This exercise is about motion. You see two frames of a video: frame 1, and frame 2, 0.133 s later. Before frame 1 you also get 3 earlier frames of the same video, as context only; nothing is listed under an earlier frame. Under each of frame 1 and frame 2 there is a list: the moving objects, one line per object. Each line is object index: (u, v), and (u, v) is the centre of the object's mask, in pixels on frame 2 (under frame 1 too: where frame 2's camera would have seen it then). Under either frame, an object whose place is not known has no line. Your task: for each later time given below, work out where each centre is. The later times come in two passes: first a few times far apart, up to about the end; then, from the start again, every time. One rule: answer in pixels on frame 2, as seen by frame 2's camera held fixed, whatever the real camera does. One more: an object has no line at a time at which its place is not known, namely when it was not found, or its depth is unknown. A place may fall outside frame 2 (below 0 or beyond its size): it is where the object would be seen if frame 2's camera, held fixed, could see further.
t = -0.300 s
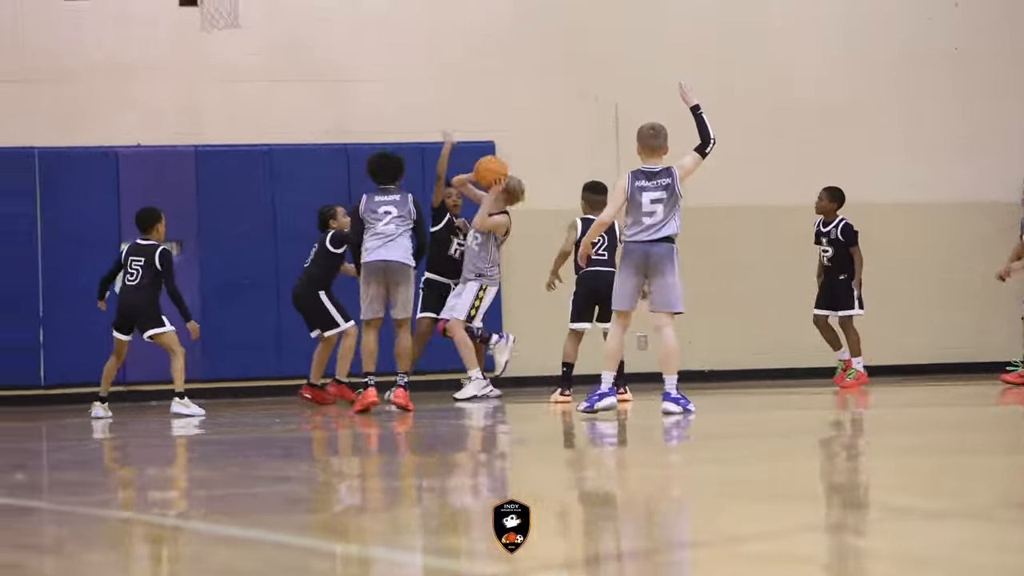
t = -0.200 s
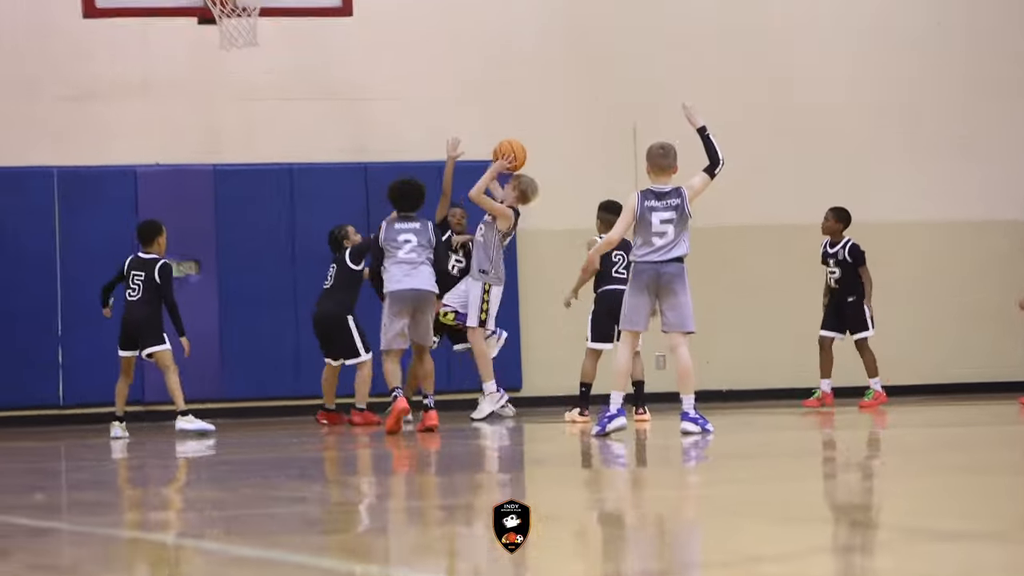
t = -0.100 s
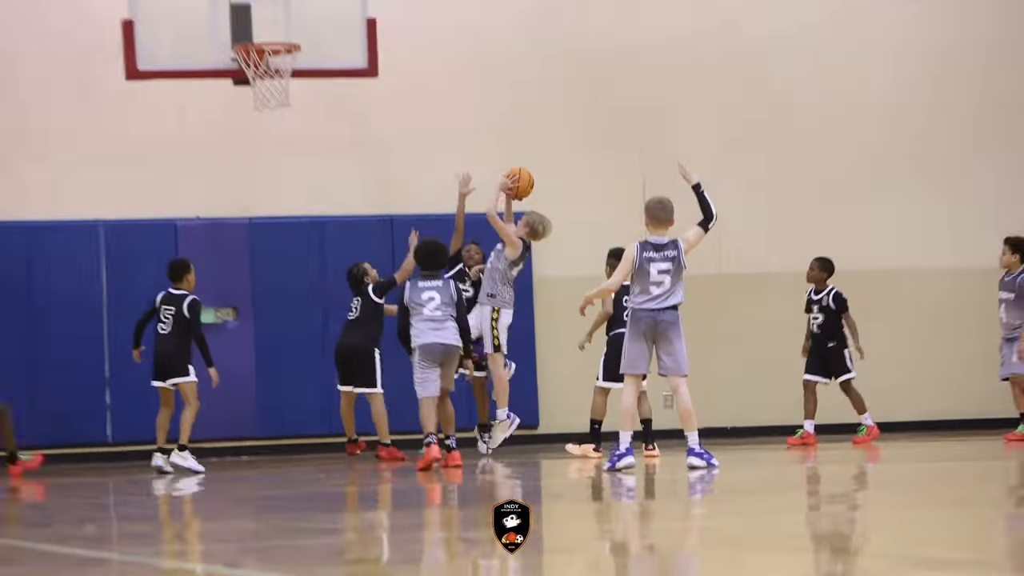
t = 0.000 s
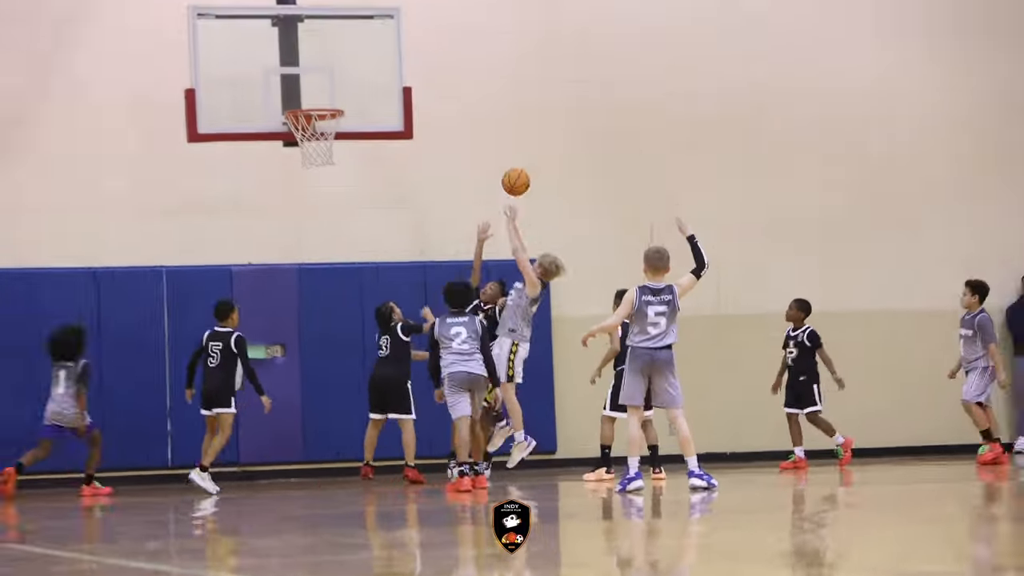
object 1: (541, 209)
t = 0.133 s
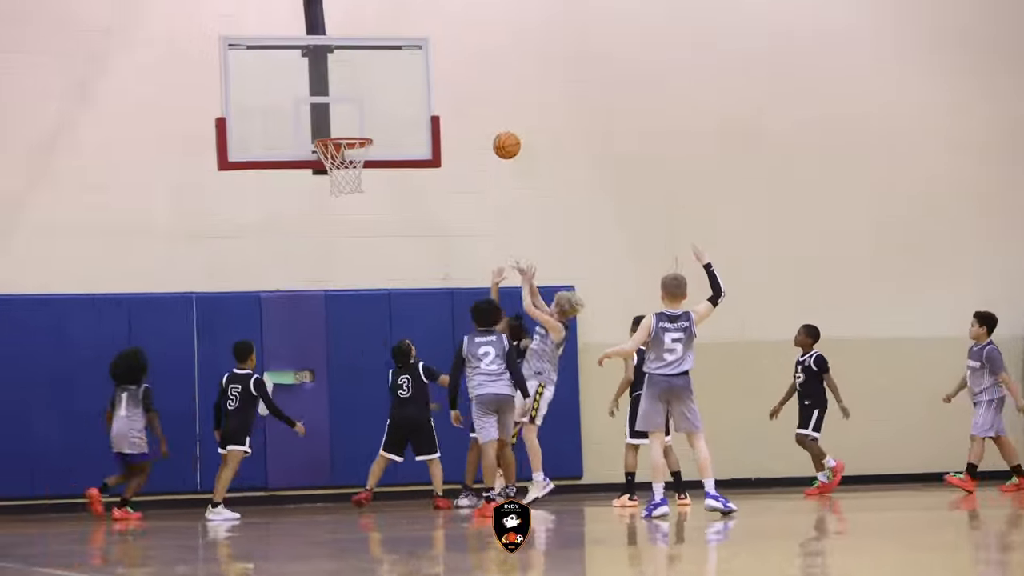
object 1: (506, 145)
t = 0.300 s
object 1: (464, 96)
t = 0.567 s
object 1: (401, 84)
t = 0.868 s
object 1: (368, 113)
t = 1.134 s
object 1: (393, 99)
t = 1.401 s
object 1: (420, 168)
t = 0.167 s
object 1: (498, 133)
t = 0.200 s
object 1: (489, 121)
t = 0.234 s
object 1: (481, 111)
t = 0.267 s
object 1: (473, 103)
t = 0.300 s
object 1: (464, 96)
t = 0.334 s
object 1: (457, 90)
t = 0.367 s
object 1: (448, 85)
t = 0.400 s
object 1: (440, 82)
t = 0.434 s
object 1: (432, 80)
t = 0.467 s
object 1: (424, 79)
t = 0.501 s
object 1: (416, 80)
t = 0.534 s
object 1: (408, 81)
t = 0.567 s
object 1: (401, 84)
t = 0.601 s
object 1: (393, 89)
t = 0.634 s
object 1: (385, 94)
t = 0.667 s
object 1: (377, 101)
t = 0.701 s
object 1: (369, 109)
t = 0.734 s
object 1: (365, 117)
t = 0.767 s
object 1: (364, 123)
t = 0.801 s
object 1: (363, 127)
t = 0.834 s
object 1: (366, 120)
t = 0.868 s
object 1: (368, 113)
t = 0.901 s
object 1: (371, 107)
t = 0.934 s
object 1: (374, 102)
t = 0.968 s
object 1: (377, 98)
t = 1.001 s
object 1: (381, 96)
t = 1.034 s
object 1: (383, 95)
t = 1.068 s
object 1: (387, 95)
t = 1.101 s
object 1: (390, 96)
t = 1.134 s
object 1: (393, 99)
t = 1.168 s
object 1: (396, 103)
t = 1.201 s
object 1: (400, 109)
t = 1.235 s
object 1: (403, 115)
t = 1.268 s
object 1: (406, 123)
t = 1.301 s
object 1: (410, 132)
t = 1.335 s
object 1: (414, 143)
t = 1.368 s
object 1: (417, 155)
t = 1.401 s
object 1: (420, 168)
